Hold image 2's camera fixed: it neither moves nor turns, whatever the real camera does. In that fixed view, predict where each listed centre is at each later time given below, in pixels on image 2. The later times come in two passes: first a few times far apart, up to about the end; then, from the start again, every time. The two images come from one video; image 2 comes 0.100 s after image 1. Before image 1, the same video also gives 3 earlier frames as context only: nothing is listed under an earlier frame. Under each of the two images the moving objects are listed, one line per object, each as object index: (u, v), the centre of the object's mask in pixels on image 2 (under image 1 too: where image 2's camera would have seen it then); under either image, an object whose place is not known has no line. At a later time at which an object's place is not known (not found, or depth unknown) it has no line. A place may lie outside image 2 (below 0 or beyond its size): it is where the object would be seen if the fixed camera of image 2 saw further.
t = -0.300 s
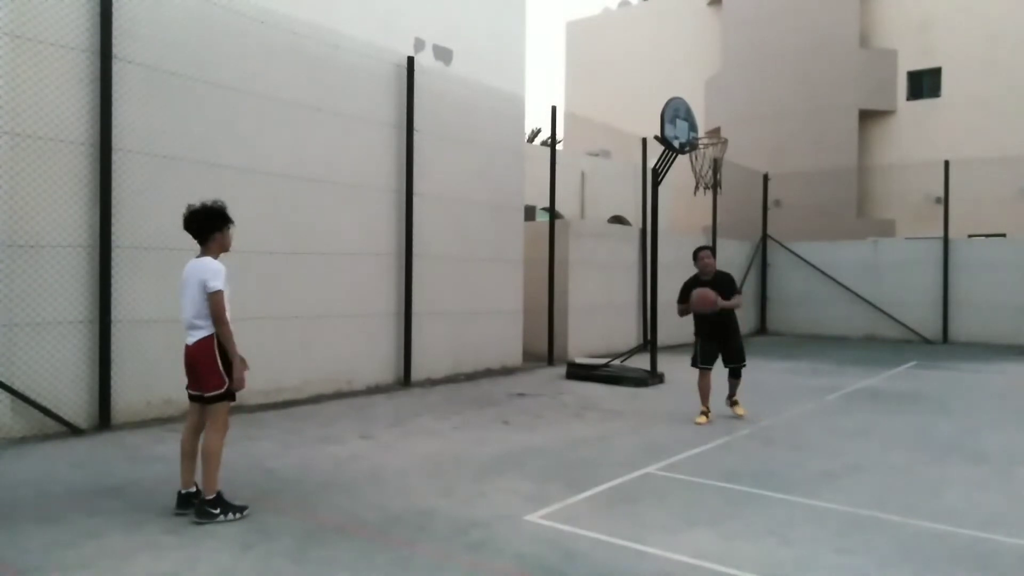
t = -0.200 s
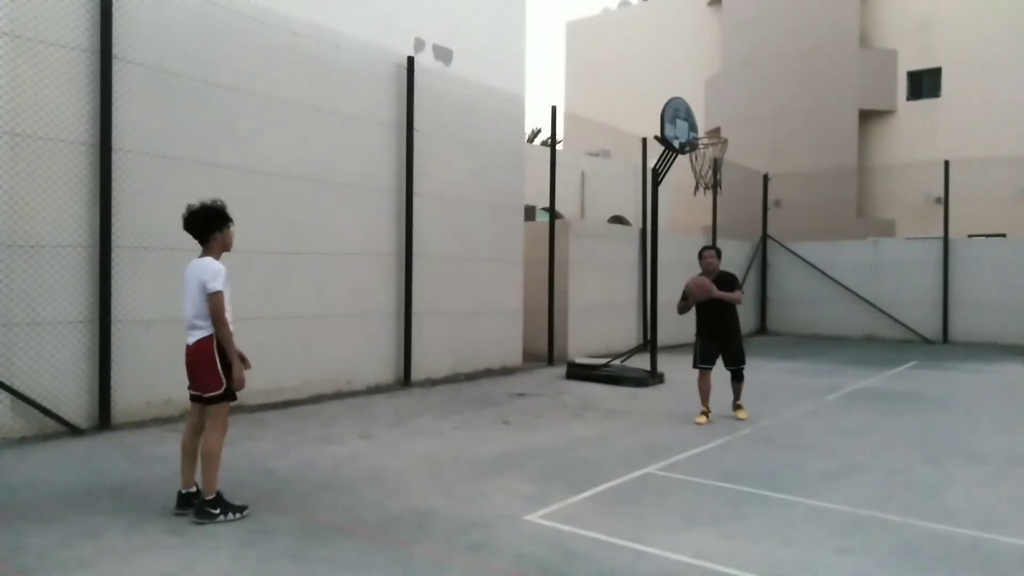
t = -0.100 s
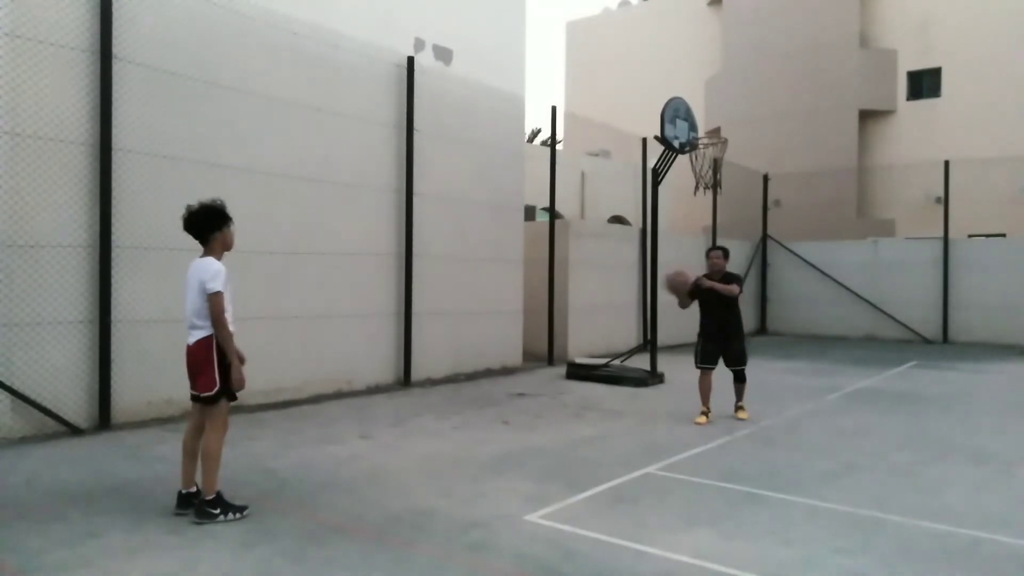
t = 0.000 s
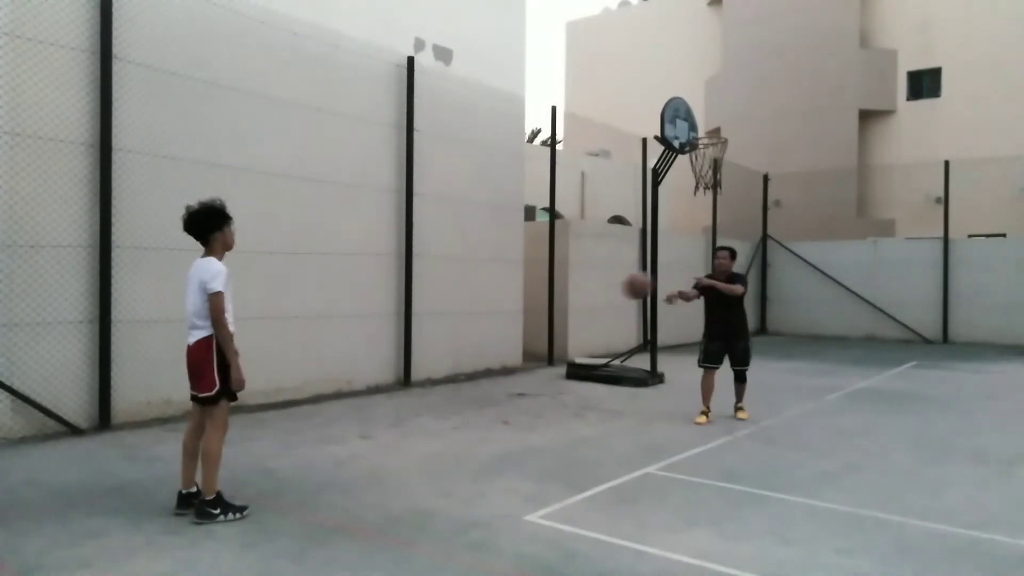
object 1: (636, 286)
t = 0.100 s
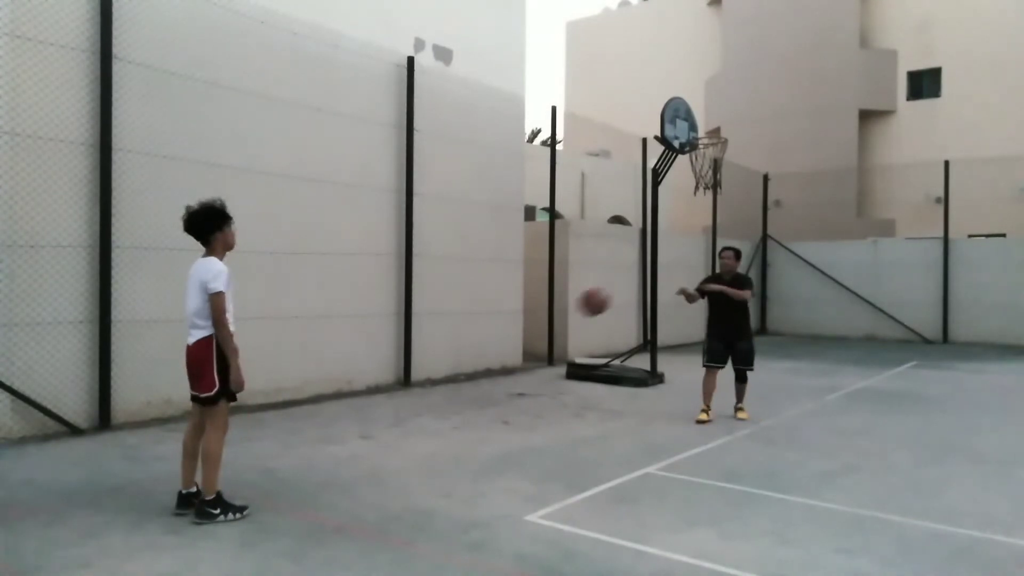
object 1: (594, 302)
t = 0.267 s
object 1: (511, 360)
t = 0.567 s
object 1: (382, 386)
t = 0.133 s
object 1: (580, 309)
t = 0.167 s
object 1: (563, 320)
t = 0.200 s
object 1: (547, 331)
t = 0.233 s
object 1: (528, 348)
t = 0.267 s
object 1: (511, 360)
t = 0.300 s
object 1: (493, 378)
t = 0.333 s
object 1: (473, 397)
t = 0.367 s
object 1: (453, 420)
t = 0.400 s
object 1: (432, 446)
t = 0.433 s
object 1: (420, 440)
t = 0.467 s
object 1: (411, 425)
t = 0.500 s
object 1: (401, 409)
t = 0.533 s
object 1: (393, 396)
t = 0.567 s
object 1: (382, 386)
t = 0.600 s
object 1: (373, 373)
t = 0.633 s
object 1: (362, 364)
